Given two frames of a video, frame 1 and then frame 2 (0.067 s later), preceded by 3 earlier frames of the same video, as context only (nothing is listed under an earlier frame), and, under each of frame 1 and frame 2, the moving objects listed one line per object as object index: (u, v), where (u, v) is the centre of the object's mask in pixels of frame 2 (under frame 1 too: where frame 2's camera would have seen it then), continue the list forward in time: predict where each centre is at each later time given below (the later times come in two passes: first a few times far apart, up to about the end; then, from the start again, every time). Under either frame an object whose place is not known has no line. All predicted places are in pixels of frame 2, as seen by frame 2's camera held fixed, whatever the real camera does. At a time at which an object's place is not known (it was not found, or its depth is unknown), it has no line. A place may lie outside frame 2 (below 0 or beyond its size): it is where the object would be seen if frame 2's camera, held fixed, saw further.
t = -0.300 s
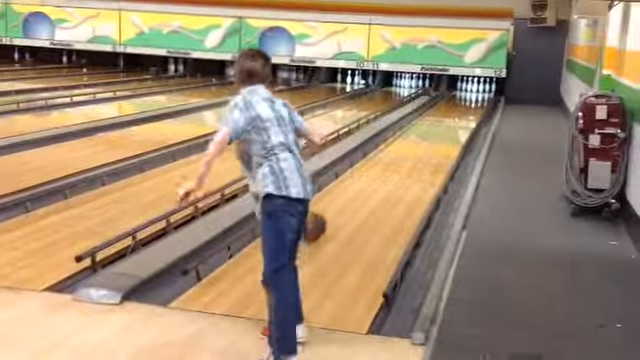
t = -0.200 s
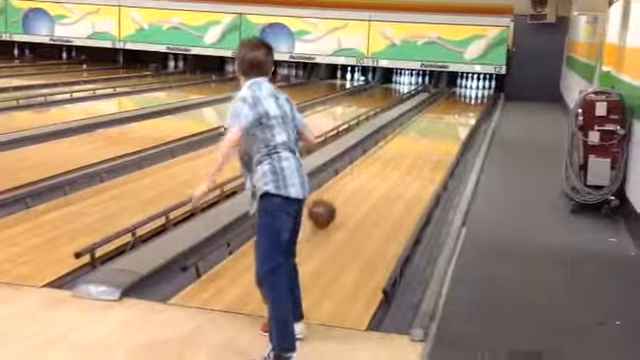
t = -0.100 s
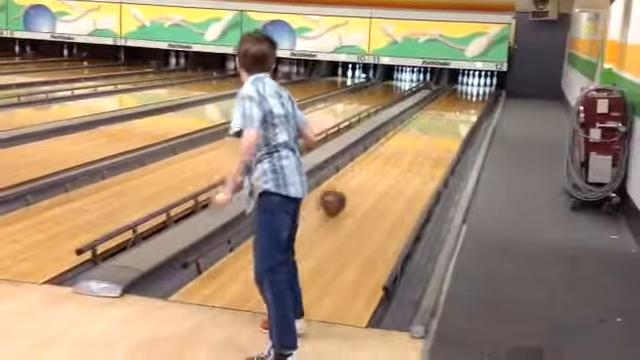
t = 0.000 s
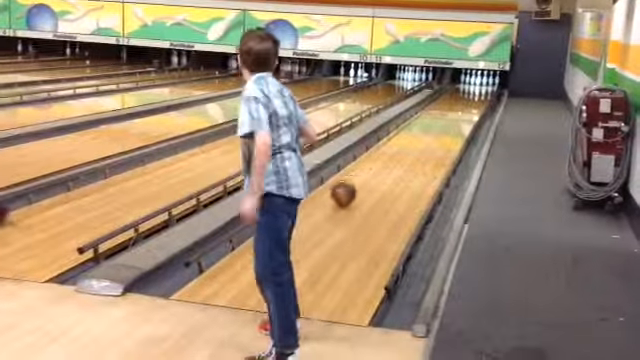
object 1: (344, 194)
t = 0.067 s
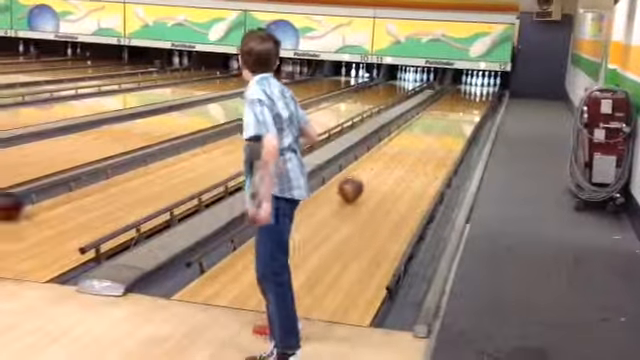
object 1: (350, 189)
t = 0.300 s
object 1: (368, 175)
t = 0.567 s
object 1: (383, 162)
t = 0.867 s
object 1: (399, 149)
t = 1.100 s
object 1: (409, 141)
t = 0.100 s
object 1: (353, 188)
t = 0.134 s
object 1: (355, 185)
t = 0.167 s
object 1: (358, 183)
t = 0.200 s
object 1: (360, 181)
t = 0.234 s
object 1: (363, 179)
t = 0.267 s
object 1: (365, 177)
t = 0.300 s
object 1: (368, 175)
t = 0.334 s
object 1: (370, 173)
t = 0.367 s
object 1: (372, 170)
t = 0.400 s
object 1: (374, 169)
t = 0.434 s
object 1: (376, 168)
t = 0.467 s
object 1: (378, 166)
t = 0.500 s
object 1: (380, 164)
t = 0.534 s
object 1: (382, 163)
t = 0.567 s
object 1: (383, 162)
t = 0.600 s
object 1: (385, 160)
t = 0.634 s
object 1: (387, 159)
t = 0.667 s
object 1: (389, 157)
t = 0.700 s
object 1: (391, 156)
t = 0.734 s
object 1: (393, 154)
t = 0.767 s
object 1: (394, 153)
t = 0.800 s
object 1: (396, 152)
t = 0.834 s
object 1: (397, 150)
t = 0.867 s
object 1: (399, 149)
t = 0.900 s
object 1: (401, 148)
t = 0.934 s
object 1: (402, 147)
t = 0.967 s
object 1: (403, 145)
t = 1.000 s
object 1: (405, 144)
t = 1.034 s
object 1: (407, 143)
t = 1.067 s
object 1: (408, 142)
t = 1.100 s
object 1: (409, 141)
